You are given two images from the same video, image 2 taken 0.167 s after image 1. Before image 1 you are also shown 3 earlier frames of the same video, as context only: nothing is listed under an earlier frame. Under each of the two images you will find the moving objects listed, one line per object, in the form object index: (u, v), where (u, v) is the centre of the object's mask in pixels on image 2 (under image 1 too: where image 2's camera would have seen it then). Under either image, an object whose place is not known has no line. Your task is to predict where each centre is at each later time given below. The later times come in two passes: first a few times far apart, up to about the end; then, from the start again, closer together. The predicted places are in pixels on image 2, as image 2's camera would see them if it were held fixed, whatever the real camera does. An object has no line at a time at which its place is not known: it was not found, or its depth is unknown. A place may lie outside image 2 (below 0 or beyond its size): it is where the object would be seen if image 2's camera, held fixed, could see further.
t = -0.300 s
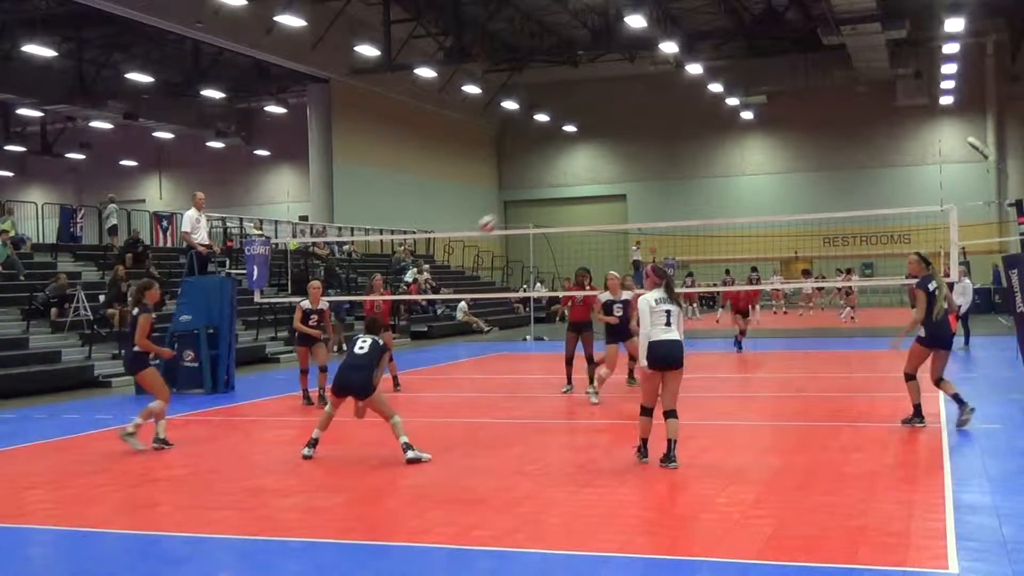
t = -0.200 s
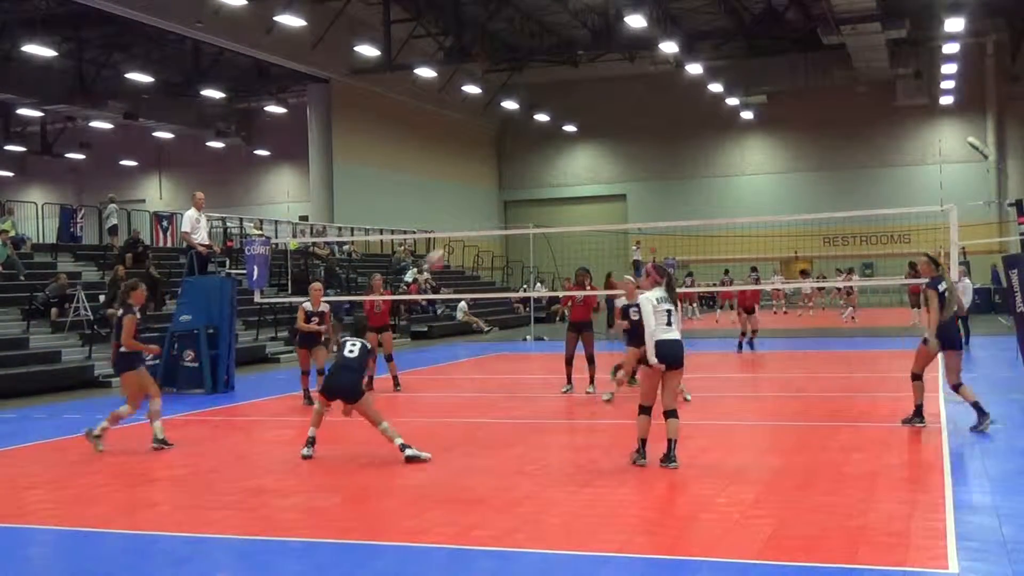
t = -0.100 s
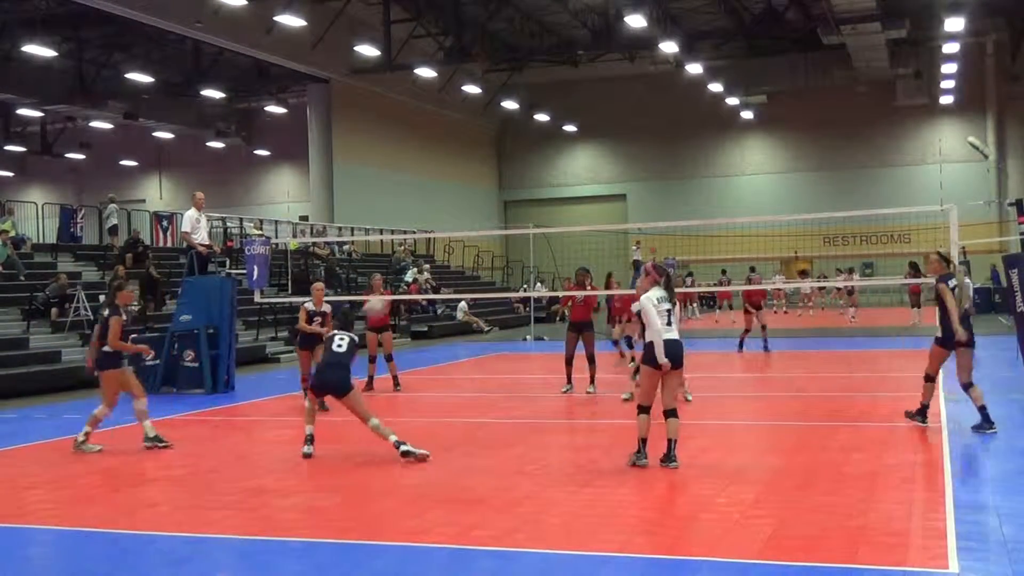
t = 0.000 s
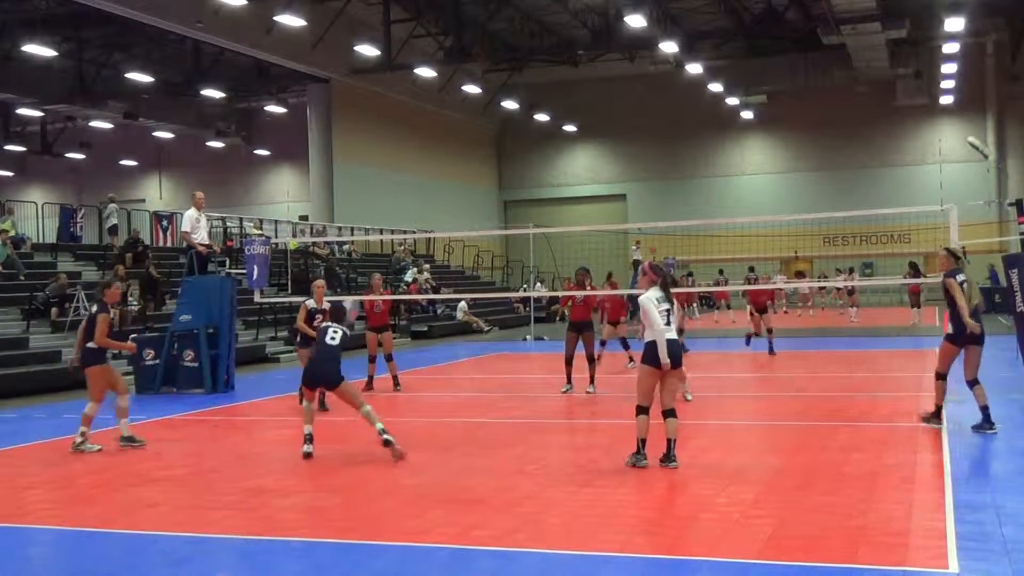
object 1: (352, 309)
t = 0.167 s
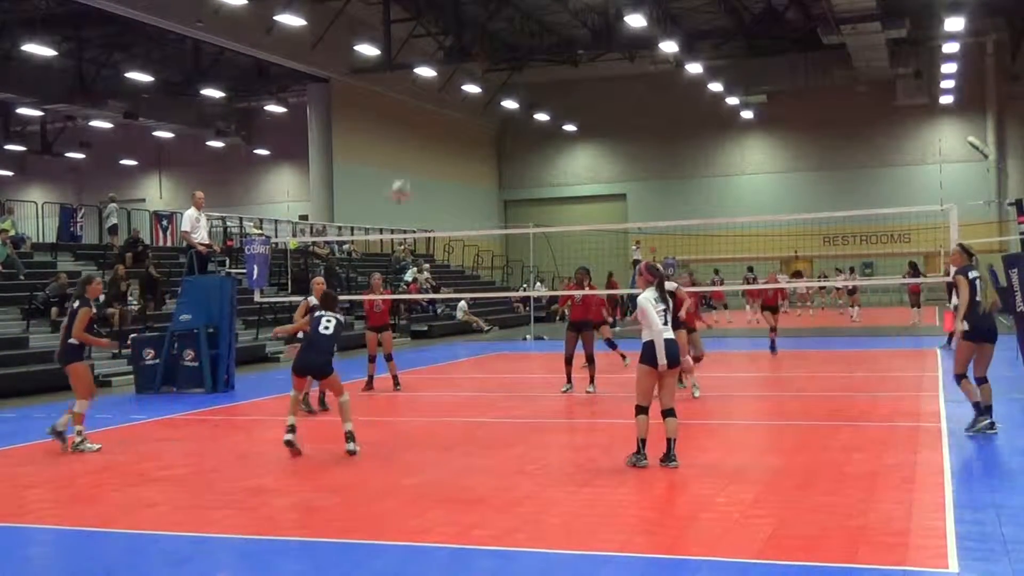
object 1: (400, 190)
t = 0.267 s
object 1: (428, 134)
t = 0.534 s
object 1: (504, 42)
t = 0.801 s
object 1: (577, 19)
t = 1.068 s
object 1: (649, 58)
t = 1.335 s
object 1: (716, 155)
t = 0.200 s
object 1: (409, 170)
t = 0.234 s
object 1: (419, 152)
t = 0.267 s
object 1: (428, 134)
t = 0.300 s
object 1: (438, 120)
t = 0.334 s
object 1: (448, 105)
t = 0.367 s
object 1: (456, 91)
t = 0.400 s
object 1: (467, 78)
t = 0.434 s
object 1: (476, 68)
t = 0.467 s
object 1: (486, 58)
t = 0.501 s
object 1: (495, 49)
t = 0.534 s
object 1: (504, 42)
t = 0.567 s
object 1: (514, 35)
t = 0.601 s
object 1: (523, 30)
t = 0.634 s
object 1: (532, 26)
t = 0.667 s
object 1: (541, 22)
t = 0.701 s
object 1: (551, 19)
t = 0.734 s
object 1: (560, 18)
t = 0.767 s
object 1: (569, 18)
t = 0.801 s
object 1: (577, 19)
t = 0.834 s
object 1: (587, 21)
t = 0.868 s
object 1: (596, 23)
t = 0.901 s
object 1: (605, 27)
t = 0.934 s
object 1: (613, 31)
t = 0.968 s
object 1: (622, 37)
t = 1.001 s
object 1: (630, 43)
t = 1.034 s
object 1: (640, 50)
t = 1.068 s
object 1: (649, 58)
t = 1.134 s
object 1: (666, 78)
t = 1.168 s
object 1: (674, 88)
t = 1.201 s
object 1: (683, 100)
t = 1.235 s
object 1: (692, 114)
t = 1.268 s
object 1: (700, 127)
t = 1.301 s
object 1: (708, 140)
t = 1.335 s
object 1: (716, 155)
